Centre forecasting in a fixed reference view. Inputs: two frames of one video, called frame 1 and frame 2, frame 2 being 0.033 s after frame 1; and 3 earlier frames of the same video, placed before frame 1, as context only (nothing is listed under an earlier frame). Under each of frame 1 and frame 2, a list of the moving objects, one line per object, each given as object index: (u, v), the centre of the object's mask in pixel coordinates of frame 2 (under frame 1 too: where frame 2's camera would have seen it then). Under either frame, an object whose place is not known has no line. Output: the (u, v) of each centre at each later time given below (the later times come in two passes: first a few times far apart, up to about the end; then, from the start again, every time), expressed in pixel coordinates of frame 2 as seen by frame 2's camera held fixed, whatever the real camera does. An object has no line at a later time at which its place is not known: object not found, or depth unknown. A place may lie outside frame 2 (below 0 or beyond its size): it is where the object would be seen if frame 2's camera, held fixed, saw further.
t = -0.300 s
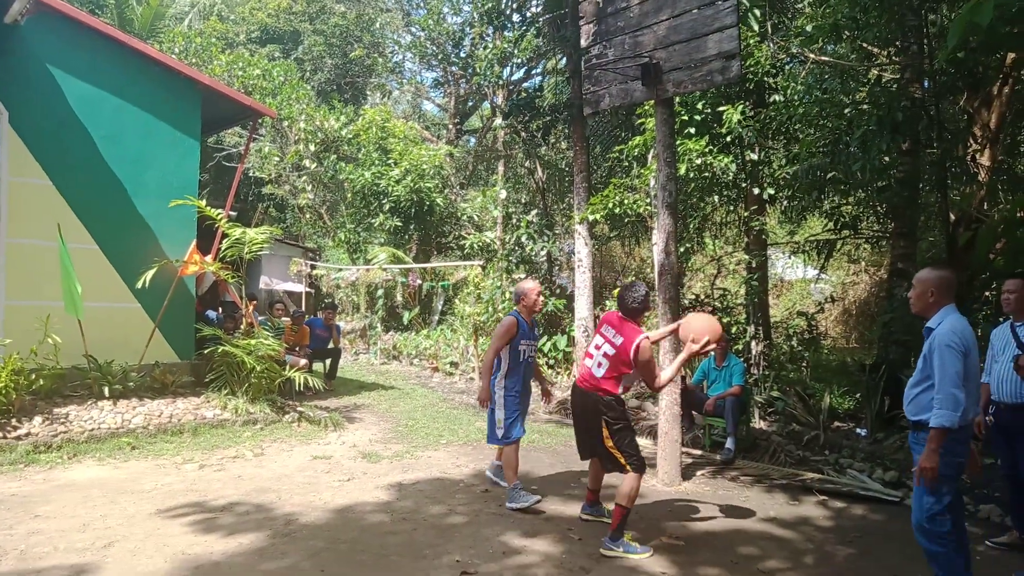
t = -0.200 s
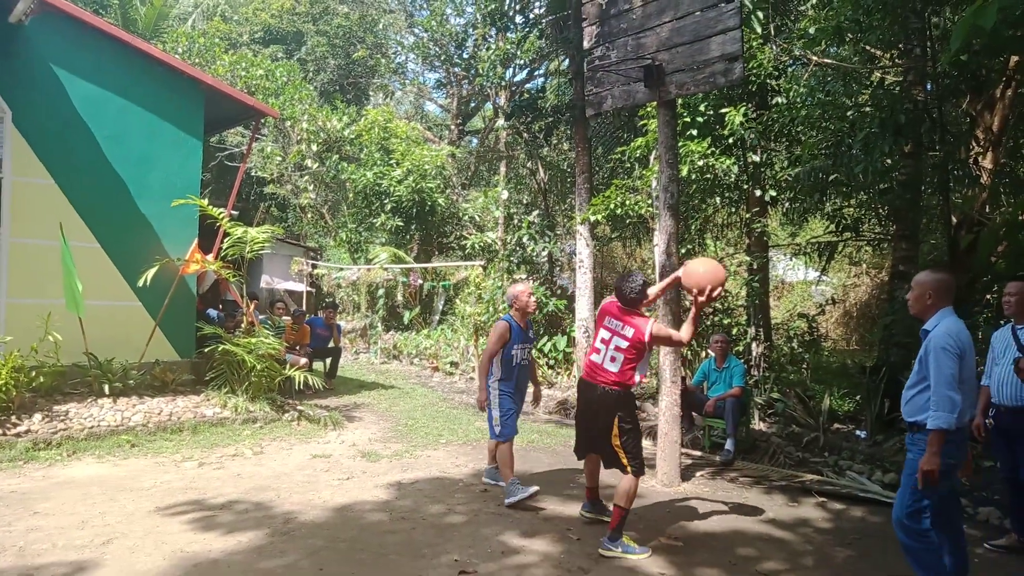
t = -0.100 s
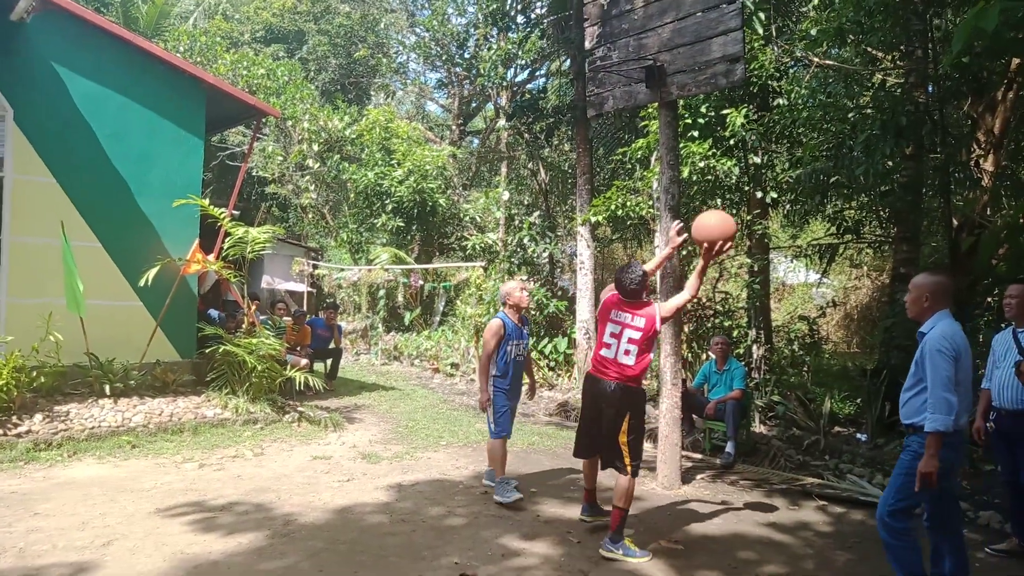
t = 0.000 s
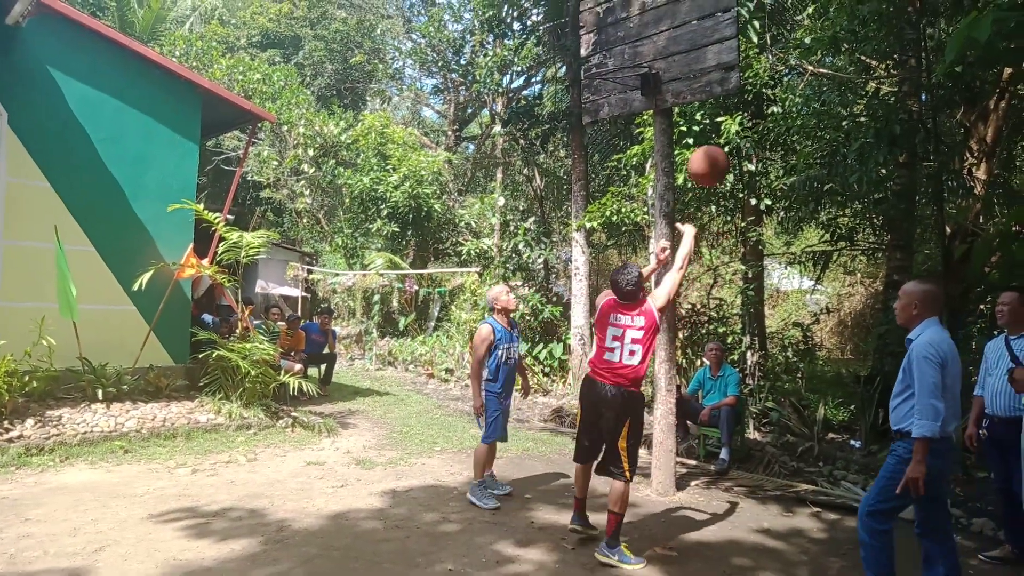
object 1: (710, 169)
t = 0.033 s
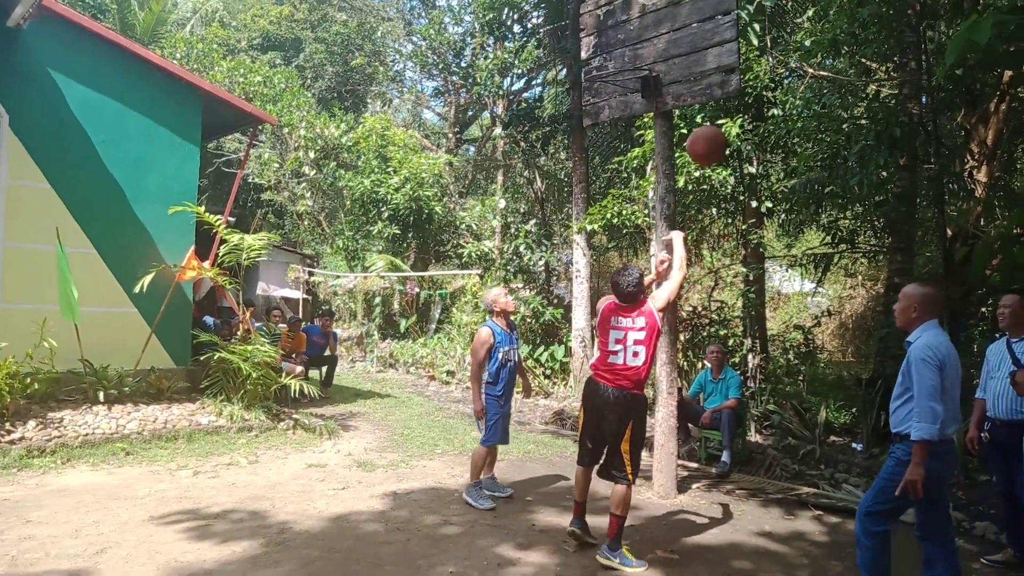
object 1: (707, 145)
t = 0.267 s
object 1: (692, 52)
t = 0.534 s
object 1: (635, 50)
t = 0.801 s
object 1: (612, 114)
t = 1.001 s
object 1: (612, 204)
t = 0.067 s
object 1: (705, 126)
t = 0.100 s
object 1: (704, 107)
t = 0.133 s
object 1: (702, 93)
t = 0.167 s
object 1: (699, 80)
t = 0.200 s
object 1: (696, 68)
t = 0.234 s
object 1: (694, 59)
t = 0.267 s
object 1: (692, 52)
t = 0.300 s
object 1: (690, 46)
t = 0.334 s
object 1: (687, 44)
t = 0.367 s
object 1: (682, 43)
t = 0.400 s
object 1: (672, 39)
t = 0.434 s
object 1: (663, 40)
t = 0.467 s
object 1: (654, 43)
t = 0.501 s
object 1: (644, 44)
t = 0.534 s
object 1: (635, 50)
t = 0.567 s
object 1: (626, 57)
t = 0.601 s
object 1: (616, 65)
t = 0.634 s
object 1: (612, 72)
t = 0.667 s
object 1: (611, 77)
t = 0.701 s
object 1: (613, 85)
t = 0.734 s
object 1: (613, 94)
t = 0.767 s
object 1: (613, 103)
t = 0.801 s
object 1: (612, 114)
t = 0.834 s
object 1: (611, 127)
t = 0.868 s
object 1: (613, 140)
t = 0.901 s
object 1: (612, 154)
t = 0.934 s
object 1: (612, 170)
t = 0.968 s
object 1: (612, 187)
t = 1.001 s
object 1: (612, 204)
